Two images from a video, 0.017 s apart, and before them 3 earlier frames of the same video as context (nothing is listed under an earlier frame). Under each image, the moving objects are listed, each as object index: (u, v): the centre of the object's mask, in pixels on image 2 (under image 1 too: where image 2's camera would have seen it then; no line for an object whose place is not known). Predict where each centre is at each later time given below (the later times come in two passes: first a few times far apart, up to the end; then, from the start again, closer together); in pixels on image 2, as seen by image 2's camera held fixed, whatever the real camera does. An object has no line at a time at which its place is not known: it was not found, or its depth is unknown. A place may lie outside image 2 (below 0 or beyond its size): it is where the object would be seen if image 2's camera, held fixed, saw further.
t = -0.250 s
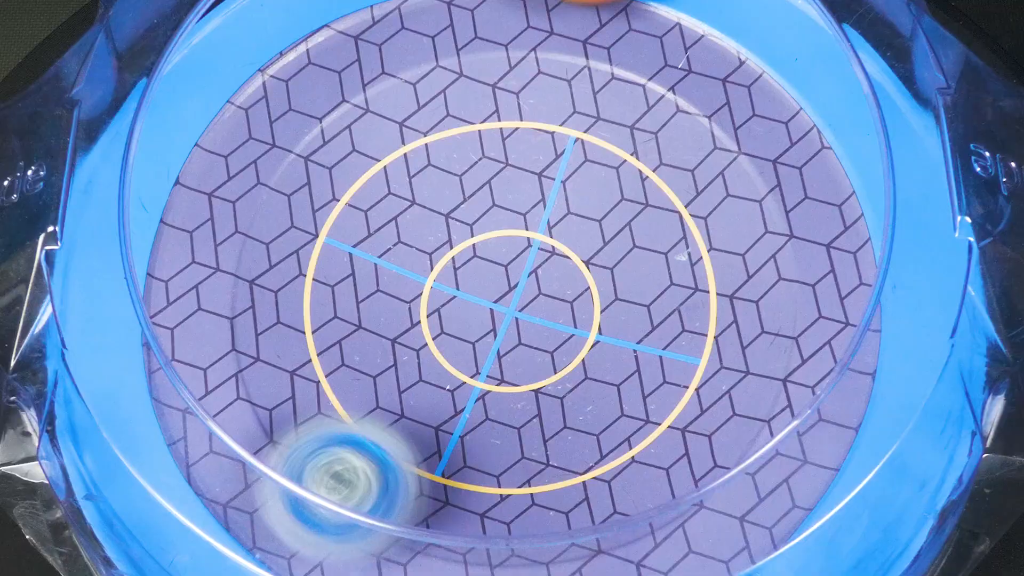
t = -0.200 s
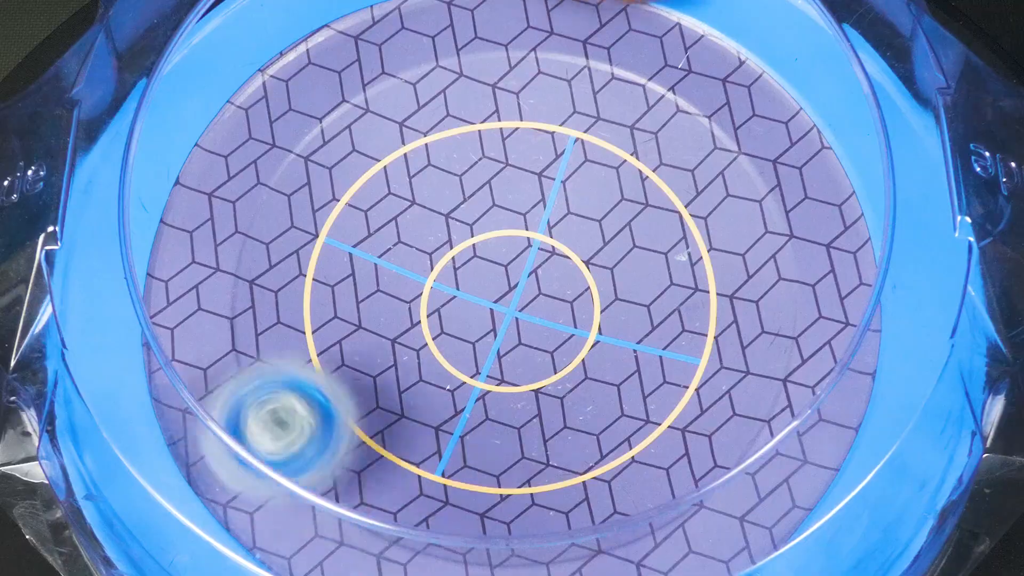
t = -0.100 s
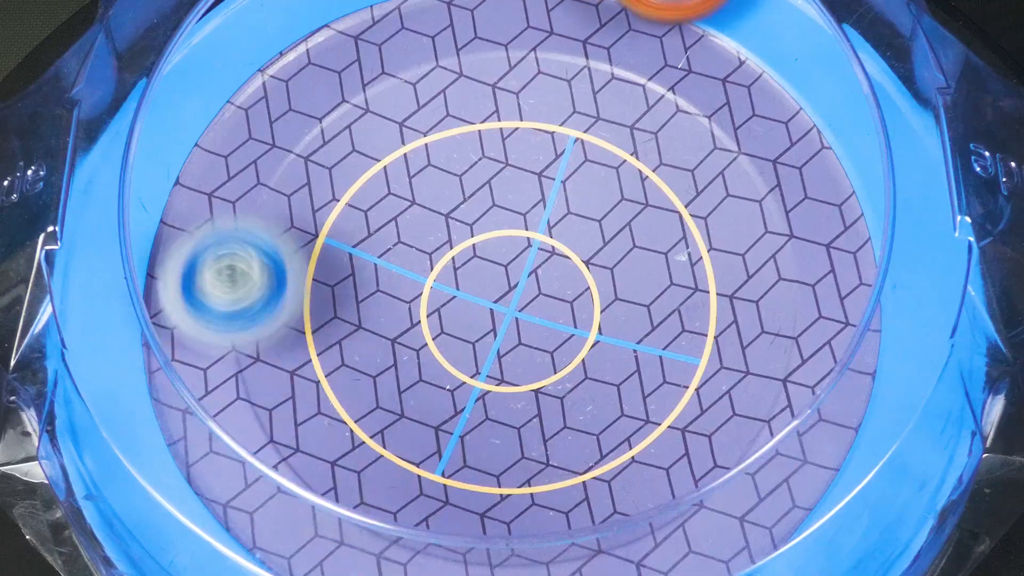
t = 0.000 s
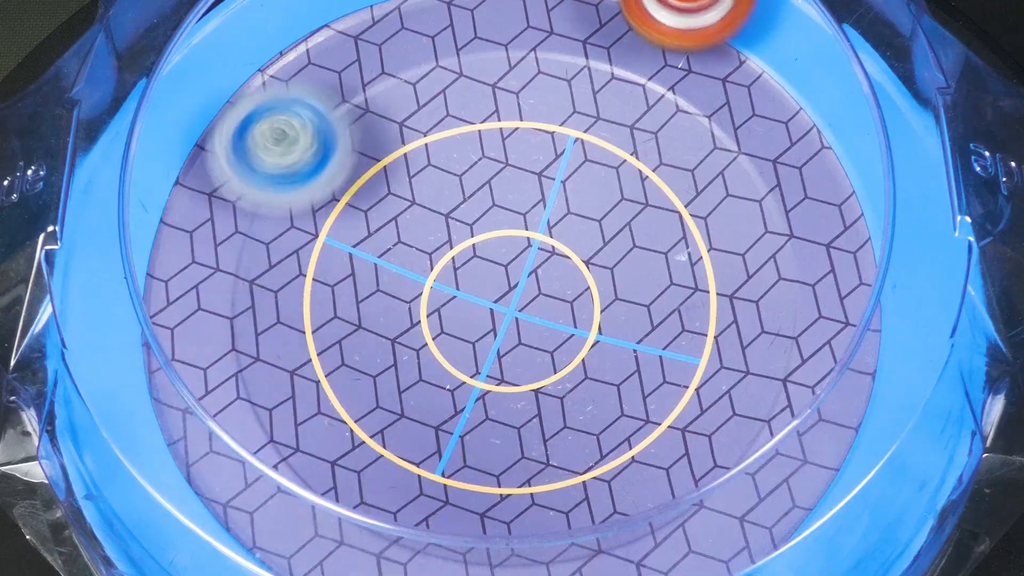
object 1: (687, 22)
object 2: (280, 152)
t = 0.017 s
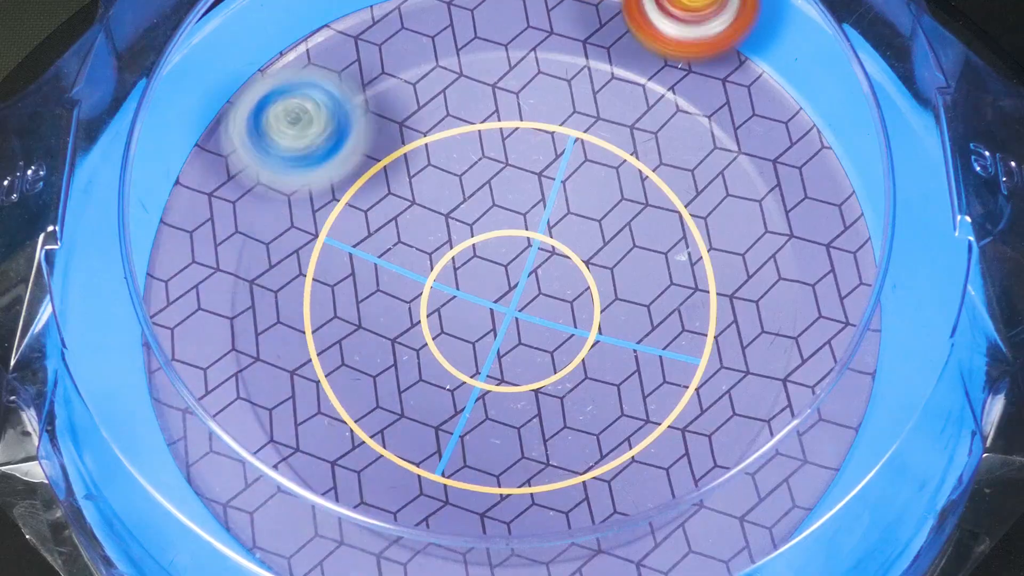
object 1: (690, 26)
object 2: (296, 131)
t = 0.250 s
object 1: (744, 108)
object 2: (588, 65)
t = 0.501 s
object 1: (853, 219)
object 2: (668, 341)
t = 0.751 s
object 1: (861, 304)
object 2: (350, 438)
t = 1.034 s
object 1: (842, 377)
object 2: (301, 133)
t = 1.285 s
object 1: (804, 397)
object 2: (618, 126)
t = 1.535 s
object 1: (837, 467)
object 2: (595, 403)
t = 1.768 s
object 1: (727, 532)
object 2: (313, 417)
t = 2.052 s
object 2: (347, 165)
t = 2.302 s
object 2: (646, 216)
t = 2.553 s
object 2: (610, 386)
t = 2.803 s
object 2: (412, 304)
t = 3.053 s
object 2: (573, 194)
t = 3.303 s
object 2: (601, 384)
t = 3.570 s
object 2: (385, 292)
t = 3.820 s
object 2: (575, 136)
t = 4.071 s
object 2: (748, 295)
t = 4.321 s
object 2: (678, 545)
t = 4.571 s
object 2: (530, 560)
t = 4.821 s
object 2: (402, 503)
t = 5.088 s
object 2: (342, 242)
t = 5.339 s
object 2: (552, 123)
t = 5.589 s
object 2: (698, 275)
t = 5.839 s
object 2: (556, 445)
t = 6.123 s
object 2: (366, 332)
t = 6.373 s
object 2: (442, 182)
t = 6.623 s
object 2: (575, 167)
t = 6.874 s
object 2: (606, 282)
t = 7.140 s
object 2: (606, 255)
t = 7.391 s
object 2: (545, 280)
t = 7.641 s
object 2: (494, 194)
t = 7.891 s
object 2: (547, 236)
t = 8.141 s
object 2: (481, 276)
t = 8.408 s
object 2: (621, 250)
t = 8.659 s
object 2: (529, 363)
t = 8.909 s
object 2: (405, 313)
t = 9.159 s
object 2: (472, 195)
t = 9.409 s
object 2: (578, 154)
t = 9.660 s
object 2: (615, 164)
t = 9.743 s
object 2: (568, 170)
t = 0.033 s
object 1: (695, 31)
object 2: (314, 113)
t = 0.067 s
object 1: (702, 41)
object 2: (354, 85)
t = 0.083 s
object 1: (704, 45)
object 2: (374, 74)
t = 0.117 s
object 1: (707, 54)
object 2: (421, 57)
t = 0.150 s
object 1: (708, 64)
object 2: (470, 50)
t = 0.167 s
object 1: (708, 70)
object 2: (495, 50)
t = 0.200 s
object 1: (708, 81)
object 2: (548, 53)
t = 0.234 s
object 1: (727, 98)
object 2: (579, 60)
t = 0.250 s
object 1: (744, 108)
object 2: (588, 65)
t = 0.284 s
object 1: (772, 128)
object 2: (608, 84)
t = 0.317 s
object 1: (794, 146)
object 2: (631, 109)
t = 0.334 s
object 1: (802, 154)
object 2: (643, 123)
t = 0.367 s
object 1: (814, 168)
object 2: (666, 158)
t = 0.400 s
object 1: (823, 182)
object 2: (679, 201)
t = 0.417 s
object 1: (828, 188)
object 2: (683, 223)
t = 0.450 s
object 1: (833, 200)
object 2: (684, 270)
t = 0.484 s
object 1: (849, 213)
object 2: (675, 318)
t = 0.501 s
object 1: (853, 219)
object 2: (668, 341)
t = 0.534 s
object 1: (860, 231)
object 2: (641, 385)
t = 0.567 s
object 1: (866, 242)
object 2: (606, 421)
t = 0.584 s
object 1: (869, 247)
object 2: (584, 434)
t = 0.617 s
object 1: (873, 257)
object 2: (537, 457)
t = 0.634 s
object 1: (875, 263)
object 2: (514, 463)
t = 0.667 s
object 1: (871, 276)
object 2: (464, 467)
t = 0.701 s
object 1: (866, 287)
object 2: (417, 462)
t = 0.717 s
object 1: (865, 293)
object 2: (393, 456)
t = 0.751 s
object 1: (861, 304)
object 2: (350, 438)
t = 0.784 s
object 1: (859, 315)
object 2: (309, 413)
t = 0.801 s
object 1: (858, 321)
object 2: (291, 398)
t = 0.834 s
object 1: (855, 331)
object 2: (260, 365)
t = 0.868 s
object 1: (851, 338)
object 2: (238, 330)
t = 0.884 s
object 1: (848, 343)
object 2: (232, 309)
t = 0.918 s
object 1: (855, 354)
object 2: (230, 269)
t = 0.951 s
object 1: (852, 361)
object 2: (238, 227)
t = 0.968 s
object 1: (850, 365)
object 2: (245, 208)
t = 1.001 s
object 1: (847, 370)
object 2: (266, 169)
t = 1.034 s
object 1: (842, 377)
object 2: (301, 133)
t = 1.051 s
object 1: (839, 378)
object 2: (317, 118)
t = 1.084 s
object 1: (837, 384)
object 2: (356, 94)
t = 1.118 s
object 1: (833, 389)
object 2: (397, 80)
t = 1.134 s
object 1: (833, 390)
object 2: (419, 75)
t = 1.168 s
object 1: (821, 387)
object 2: (464, 71)
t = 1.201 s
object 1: (818, 391)
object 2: (511, 76)
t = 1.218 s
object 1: (816, 393)
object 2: (531, 81)
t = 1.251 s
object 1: (811, 396)
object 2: (577, 99)
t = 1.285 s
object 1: (804, 397)
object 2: (618, 126)
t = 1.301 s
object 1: (801, 397)
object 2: (638, 142)
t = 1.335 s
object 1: (795, 398)
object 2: (670, 179)
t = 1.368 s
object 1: (787, 398)
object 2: (694, 221)
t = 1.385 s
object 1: (782, 398)
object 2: (702, 244)
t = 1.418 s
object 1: (778, 399)
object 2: (707, 286)
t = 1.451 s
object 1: (796, 415)
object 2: (682, 323)
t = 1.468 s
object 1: (807, 429)
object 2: (668, 341)
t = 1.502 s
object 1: (825, 453)
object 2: (633, 373)
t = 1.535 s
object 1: (837, 467)
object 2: (595, 403)
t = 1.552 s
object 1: (836, 471)
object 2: (577, 415)
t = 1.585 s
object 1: (823, 479)
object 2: (537, 440)
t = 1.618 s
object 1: (807, 498)
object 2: (493, 455)
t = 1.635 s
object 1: (794, 506)
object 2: (470, 459)
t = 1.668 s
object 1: (769, 518)
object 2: (428, 459)
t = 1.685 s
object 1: (759, 522)
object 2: (407, 456)
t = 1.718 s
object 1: (742, 528)
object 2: (365, 444)
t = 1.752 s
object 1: (730, 531)
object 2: (331, 428)
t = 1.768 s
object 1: (727, 532)
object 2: (313, 417)
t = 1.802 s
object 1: (723, 533)
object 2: (286, 392)
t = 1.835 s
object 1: (717, 532)
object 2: (265, 363)
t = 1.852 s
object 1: (720, 534)
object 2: (257, 346)
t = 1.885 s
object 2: (251, 310)
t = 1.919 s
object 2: (254, 275)
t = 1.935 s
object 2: (259, 257)
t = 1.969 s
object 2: (275, 226)
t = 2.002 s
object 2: (301, 197)
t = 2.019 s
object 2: (314, 186)
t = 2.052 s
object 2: (347, 165)
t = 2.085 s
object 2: (384, 149)
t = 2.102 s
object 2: (405, 144)
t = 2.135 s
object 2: (447, 139)
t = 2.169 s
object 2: (490, 141)
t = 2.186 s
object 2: (513, 145)
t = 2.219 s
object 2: (558, 158)
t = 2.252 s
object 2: (596, 176)
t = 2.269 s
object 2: (616, 188)
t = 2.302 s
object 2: (646, 216)
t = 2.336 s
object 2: (673, 250)
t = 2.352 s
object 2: (682, 269)
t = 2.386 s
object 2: (695, 308)
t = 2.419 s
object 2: (698, 347)
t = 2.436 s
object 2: (696, 366)
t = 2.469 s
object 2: (682, 386)
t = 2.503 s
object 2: (656, 386)
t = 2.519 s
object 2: (643, 387)
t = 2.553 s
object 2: (610, 386)
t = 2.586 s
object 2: (579, 389)
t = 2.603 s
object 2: (562, 392)
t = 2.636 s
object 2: (526, 390)
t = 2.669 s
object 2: (492, 386)
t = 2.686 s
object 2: (475, 380)
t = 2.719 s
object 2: (447, 365)
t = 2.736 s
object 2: (435, 355)
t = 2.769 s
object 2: (419, 331)
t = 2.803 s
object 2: (412, 304)
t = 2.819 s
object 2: (411, 289)
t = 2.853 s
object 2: (417, 262)
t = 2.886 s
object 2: (432, 235)
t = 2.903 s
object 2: (441, 223)
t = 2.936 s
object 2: (464, 204)
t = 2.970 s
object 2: (492, 192)
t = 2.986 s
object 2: (507, 188)
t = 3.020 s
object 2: (541, 188)
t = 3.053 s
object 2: (573, 194)
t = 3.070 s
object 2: (588, 200)
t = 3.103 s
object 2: (615, 217)
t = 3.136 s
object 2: (635, 240)
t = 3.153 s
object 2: (642, 255)
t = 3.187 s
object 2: (649, 285)
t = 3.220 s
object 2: (647, 315)
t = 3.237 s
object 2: (642, 331)
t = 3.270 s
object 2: (626, 358)
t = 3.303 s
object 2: (601, 384)
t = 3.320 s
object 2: (586, 393)
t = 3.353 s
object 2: (554, 406)
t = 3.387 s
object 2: (517, 410)
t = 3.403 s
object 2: (499, 409)
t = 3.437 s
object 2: (464, 399)
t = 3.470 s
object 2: (435, 380)
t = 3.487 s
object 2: (421, 369)
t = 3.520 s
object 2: (401, 341)
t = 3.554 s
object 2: (387, 309)
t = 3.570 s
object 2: (385, 292)
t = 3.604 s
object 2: (385, 262)
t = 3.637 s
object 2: (394, 232)
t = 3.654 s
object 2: (400, 217)
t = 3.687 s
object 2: (421, 194)
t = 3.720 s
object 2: (445, 173)
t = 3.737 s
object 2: (461, 165)
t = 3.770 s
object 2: (495, 152)
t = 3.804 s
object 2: (554, 140)
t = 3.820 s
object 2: (575, 136)
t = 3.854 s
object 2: (617, 138)
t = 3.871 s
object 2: (637, 143)
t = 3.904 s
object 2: (670, 158)
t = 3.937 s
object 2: (698, 177)
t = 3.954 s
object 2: (710, 188)
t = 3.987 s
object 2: (731, 215)
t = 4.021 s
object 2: (744, 247)
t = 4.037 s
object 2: (747, 263)
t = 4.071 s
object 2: (748, 295)
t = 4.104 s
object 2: (744, 330)
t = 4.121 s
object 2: (746, 362)
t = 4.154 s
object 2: (746, 413)
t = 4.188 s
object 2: (731, 458)
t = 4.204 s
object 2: (725, 482)
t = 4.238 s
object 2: (704, 509)
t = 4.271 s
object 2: (691, 526)
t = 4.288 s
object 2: (685, 532)
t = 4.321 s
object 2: (678, 545)
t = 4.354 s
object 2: (663, 549)
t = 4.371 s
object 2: (656, 551)
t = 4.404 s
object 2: (639, 554)
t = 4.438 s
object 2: (618, 557)
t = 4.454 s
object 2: (605, 558)
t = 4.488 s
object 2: (578, 560)
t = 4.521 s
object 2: (558, 561)
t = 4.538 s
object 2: (549, 561)
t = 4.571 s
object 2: (530, 560)
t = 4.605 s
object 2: (512, 561)
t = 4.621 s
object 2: (500, 554)
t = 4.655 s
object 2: (484, 548)
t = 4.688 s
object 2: (470, 543)
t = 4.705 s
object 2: (461, 543)
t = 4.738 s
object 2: (444, 531)
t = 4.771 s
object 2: (429, 523)
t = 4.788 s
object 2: (421, 518)
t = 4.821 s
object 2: (402, 503)
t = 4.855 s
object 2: (386, 466)
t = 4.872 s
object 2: (374, 457)
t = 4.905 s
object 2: (351, 430)
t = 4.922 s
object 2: (342, 415)
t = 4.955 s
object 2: (328, 383)
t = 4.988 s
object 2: (323, 345)
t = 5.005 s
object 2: (322, 328)
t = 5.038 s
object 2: (325, 291)
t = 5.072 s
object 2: (335, 258)
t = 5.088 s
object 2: (342, 242)
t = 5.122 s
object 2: (359, 213)
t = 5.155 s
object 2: (382, 186)
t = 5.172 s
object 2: (395, 176)
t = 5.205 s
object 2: (422, 157)
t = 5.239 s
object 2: (454, 143)
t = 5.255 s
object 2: (469, 136)
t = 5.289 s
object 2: (503, 127)
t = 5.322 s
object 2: (535, 124)
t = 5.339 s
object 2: (552, 123)
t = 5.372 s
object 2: (583, 131)
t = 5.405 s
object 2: (614, 139)
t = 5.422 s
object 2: (628, 146)
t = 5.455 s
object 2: (653, 164)
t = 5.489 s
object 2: (675, 186)
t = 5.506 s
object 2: (683, 200)
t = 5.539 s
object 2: (694, 228)
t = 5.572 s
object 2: (699, 258)
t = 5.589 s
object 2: (698, 275)
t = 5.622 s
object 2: (690, 304)
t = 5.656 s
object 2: (673, 333)
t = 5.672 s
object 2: (661, 345)
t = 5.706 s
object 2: (635, 369)
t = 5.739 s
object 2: (612, 391)
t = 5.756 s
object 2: (609, 405)
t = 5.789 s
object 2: (593, 426)
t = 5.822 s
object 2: (570, 441)
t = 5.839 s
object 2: (556, 445)
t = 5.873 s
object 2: (527, 451)
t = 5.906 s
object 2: (495, 451)
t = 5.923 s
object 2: (481, 448)
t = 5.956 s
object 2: (452, 436)
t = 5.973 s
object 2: (440, 430)
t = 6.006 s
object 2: (416, 411)
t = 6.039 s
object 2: (397, 388)
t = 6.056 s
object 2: (390, 377)
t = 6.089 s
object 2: (380, 352)
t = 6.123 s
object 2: (366, 332)
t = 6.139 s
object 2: (360, 322)
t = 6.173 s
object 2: (354, 297)
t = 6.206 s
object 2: (355, 275)
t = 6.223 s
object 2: (358, 262)
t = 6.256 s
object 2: (370, 239)
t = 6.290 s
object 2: (385, 218)
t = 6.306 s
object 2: (394, 208)
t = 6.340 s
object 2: (417, 193)
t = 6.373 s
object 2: (442, 182)
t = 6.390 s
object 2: (450, 175)
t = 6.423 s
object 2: (460, 163)
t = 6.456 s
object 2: (474, 156)
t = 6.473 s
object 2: (485, 154)
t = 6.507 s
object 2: (506, 151)
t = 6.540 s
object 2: (529, 154)
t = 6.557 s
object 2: (541, 157)
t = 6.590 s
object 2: (560, 159)
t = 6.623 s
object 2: (575, 167)
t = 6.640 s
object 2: (584, 175)
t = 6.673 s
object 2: (598, 189)
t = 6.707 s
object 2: (610, 198)
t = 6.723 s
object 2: (613, 203)
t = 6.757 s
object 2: (617, 221)
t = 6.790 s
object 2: (615, 242)
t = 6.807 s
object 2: (614, 255)
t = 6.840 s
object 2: (610, 272)
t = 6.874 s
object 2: (606, 282)
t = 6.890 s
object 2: (603, 288)
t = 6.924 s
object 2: (590, 301)
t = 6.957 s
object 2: (570, 314)
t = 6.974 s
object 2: (562, 316)
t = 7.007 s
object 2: (576, 296)
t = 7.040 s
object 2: (587, 277)
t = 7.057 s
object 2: (591, 270)
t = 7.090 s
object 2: (597, 261)
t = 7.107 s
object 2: (600, 257)
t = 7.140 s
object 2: (606, 255)
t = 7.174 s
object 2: (611, 255)
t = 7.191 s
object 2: (613, 257)
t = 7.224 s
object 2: (614, 263)
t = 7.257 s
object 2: (609, 271)
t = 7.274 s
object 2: (605, 275)
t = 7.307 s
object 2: (591, 281)
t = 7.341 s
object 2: (573, 283)
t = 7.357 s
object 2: (564, 284)
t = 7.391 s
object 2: (545, 280)
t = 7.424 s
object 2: (528, 272)
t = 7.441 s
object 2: (520, 267)
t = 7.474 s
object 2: (508, 257)
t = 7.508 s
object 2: (498, 245)
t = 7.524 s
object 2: (495, 239)
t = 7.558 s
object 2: (490, 226)
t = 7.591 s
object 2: (489, 213)
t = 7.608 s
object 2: (490, 206)
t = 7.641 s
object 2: (494, 194)
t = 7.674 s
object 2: (502, 185)
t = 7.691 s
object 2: (506, 181)
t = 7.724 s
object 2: (516, 174)
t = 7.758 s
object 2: (526, 176)
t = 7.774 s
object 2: (532, 179)
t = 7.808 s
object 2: (540, 189)
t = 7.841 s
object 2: (546, 206)
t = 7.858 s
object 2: (548, 216)
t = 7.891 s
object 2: (547, 236)
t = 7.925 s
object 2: (539, 254)
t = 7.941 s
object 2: (532, 265)
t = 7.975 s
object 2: (519, 280)
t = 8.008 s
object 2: (503, 291)
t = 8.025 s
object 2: (494, 295)
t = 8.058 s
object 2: (475, 302)
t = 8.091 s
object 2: (457, 305)
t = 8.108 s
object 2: (452, 303)
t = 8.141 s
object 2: (481, 276)
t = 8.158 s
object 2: (498, 261)
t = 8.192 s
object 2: (532, 236)
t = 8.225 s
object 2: (559, 216)
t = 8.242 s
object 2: (572, 209)
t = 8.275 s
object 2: (589, 203)
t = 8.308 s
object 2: (603, 205)
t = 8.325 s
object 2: (608, 208)
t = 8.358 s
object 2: (615, 222)
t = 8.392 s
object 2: (620, 240)
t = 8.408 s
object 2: (621, 250)
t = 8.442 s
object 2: (620, 270)
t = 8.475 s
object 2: (615, 290)
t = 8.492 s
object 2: (611, 299)
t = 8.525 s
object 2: (599, 316)
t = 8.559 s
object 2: (585, 332)
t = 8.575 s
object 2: (576, 339)
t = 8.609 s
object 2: (558, 352)
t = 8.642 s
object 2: (538, 360)
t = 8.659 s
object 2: (529, 363)
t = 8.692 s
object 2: (508, 366)
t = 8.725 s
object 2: (487, 366)
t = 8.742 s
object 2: (476, 365)
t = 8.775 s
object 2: (457, 359)
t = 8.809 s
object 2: (441, 351)
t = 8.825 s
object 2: (433, 347)
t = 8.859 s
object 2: (419, 334)
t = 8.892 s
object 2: (409, 320)
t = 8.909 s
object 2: (405, 313)
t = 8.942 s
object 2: (399, 296)
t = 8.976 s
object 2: (398, 280)
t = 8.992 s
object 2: (398, 272)
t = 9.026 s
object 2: (405, 254)
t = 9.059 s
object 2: (419, 229)
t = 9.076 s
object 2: (428, 220)
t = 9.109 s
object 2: (445, 206)
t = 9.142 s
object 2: (462, 198)
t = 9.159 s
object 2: (472, 195)
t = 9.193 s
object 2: (491, 191)
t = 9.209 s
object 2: (499, 191)
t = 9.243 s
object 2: (519, 191)
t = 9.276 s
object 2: (535, 186)
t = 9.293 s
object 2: (543, 176)
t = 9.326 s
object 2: (554, 164)
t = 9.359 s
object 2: (564, 157)
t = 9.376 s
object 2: (568, 156)
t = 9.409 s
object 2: (578, 154)
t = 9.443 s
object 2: (590, 153)
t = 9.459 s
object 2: (595, 154)
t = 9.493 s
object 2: (606, 158)
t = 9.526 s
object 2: (616, 161)
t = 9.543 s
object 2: (616, 160)
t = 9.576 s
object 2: (616, 158)
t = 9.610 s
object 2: (617, 159)
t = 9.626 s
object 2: (617, 161)
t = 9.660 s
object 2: (615, 164)
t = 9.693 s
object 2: (612, 171)
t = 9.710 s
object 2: (609, 177)
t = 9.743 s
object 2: (568, 170)
